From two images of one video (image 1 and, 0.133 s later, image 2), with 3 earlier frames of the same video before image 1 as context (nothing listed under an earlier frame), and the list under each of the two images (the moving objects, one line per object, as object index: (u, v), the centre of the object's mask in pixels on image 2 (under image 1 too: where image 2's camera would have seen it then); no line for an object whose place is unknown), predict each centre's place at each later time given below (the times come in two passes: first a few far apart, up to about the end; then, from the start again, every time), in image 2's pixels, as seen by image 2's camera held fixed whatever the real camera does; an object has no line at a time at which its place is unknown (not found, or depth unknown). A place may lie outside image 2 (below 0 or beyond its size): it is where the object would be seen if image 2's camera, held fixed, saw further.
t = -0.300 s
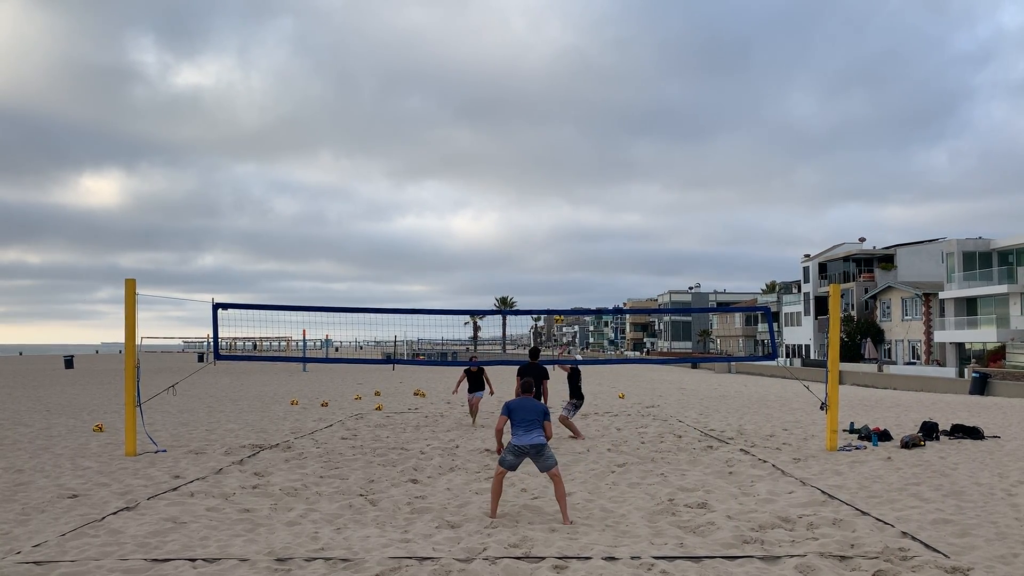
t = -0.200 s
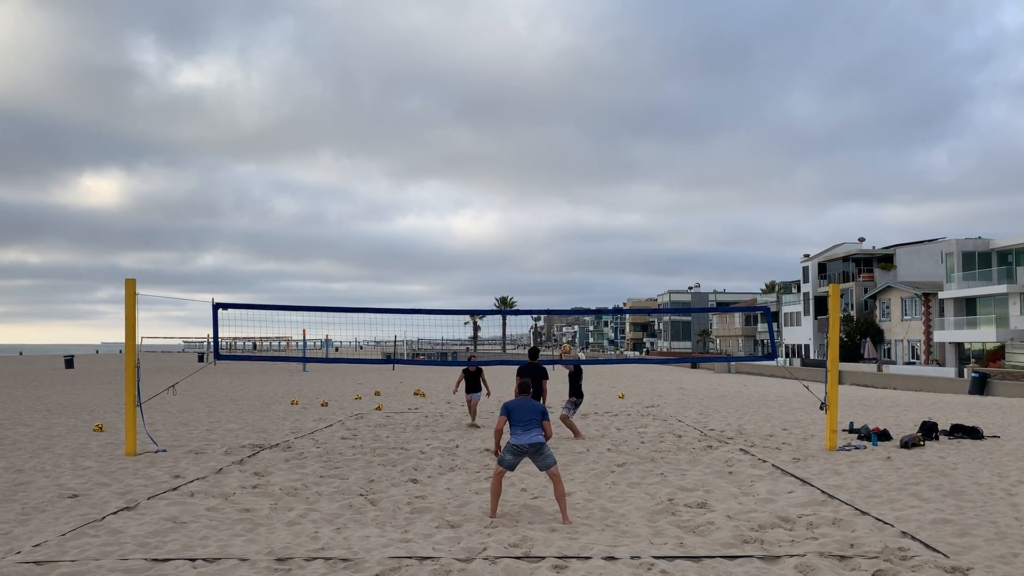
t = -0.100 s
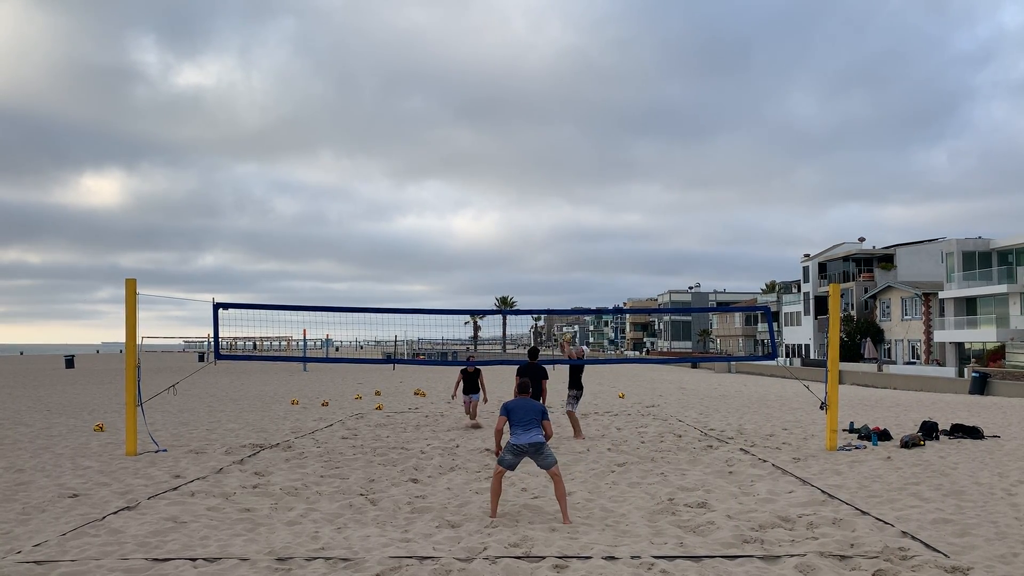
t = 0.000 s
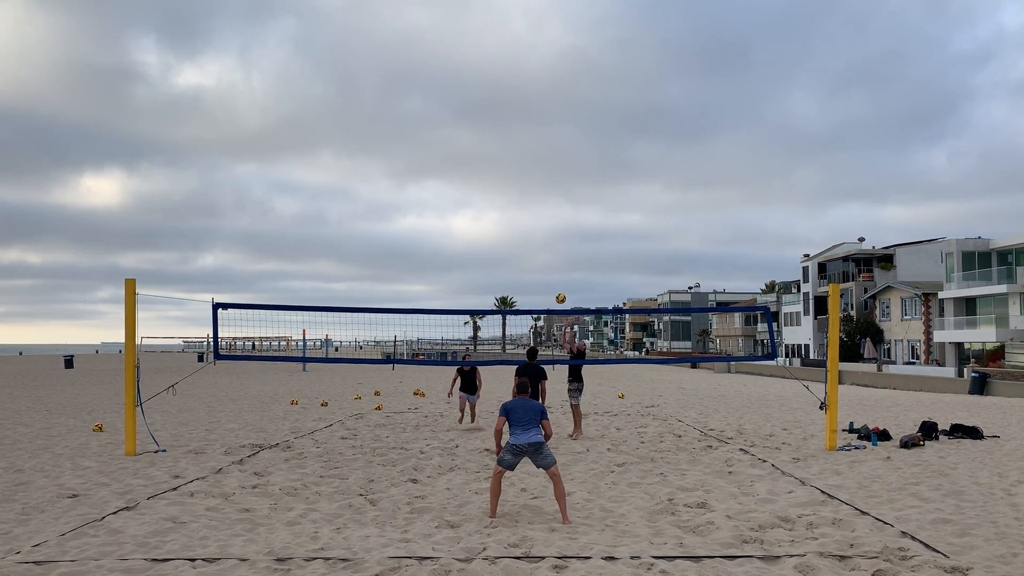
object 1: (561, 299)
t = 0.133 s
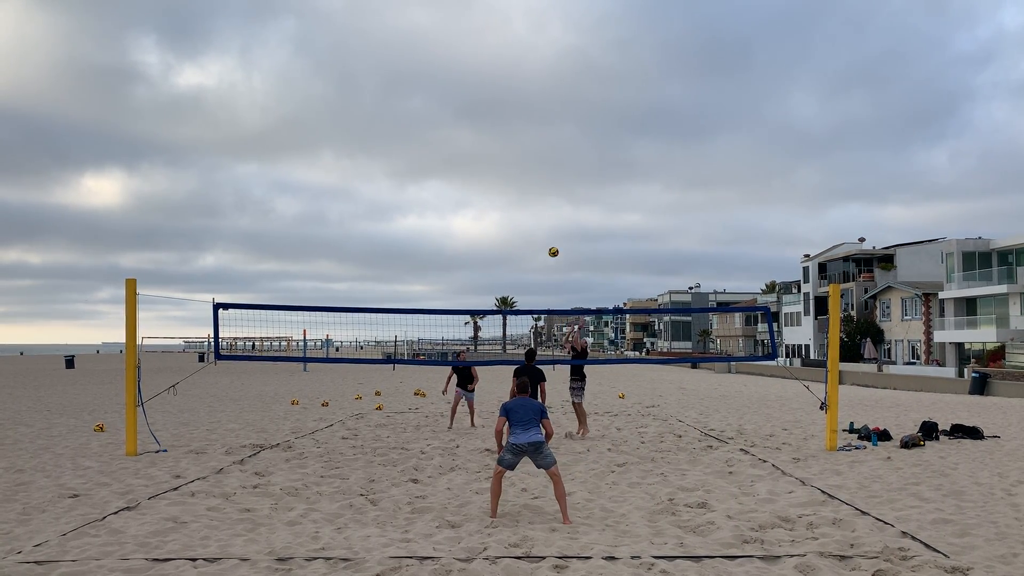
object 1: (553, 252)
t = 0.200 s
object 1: (550, 232)
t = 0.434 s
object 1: (541, 181)
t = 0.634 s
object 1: (535, 159)
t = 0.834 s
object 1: (531, 158)
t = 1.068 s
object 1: (528, 181)
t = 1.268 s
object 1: (529, 222)
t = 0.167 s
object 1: (552, 242)
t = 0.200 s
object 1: (550, 232)
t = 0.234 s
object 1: (548, 223)
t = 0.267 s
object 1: (547, 215)
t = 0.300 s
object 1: (545, 207)
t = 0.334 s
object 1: (544, 200)
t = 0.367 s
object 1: (543, 193)
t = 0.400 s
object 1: (542, 187)
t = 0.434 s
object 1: (541, 181)
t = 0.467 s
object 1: (539, 176)
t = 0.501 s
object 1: (538, 172)
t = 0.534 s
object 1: (537, 168)
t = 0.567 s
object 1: (536, 164)
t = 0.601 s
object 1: (536, 162)
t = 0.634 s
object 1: (535, 159)
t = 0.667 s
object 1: (534, 158)
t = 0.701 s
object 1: (533, 157)
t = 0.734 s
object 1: (533, 156)
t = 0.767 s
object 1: (532, 156)
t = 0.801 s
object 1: (531, 157)
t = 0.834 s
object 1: (531, 158)
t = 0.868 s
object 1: (530, 160)
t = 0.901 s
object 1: (530, 162)
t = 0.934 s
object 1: (529, 165)
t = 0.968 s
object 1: (529, 168)
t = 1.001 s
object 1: (529, 172)
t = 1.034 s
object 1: (529, 176)
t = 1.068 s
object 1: (528, 181)
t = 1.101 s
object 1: (528, 187)
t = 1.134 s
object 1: (529, 193)
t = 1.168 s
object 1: (528, 200)
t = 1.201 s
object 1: (529, 207)
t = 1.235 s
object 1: (529, 214)
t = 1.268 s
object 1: (529, 222)
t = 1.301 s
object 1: (529, 231)
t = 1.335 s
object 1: (529, 240)
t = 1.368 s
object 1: (530, 250)
